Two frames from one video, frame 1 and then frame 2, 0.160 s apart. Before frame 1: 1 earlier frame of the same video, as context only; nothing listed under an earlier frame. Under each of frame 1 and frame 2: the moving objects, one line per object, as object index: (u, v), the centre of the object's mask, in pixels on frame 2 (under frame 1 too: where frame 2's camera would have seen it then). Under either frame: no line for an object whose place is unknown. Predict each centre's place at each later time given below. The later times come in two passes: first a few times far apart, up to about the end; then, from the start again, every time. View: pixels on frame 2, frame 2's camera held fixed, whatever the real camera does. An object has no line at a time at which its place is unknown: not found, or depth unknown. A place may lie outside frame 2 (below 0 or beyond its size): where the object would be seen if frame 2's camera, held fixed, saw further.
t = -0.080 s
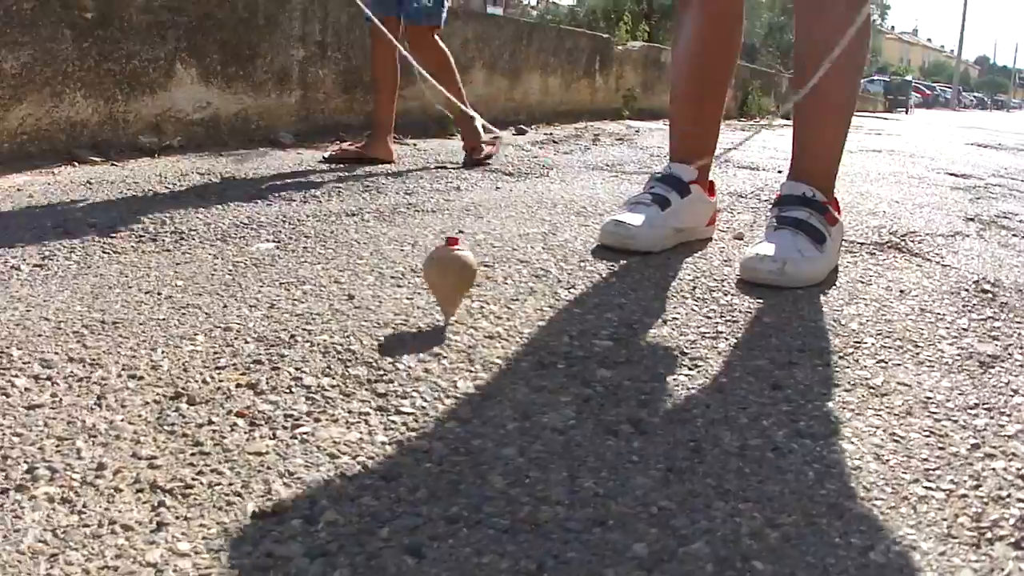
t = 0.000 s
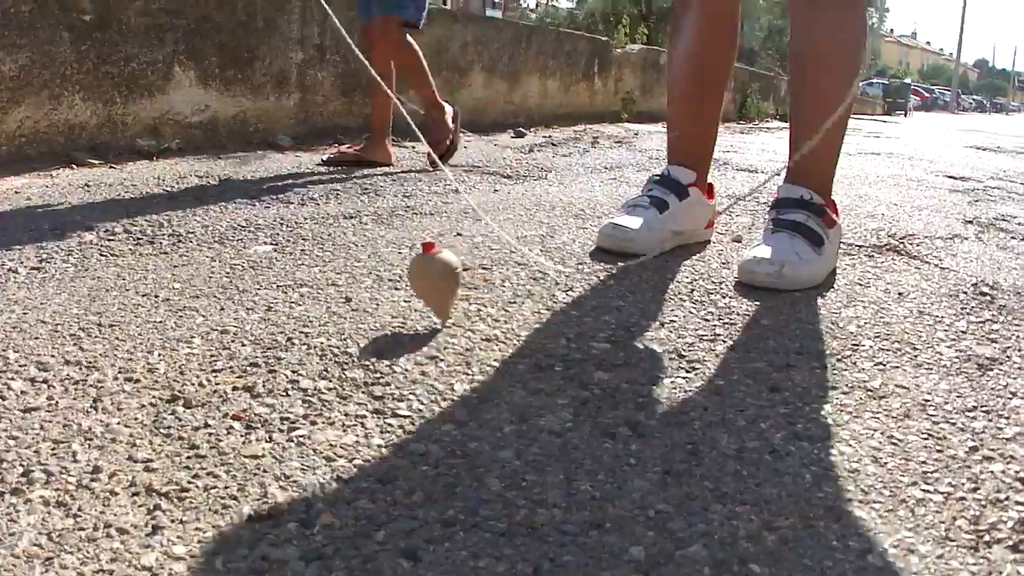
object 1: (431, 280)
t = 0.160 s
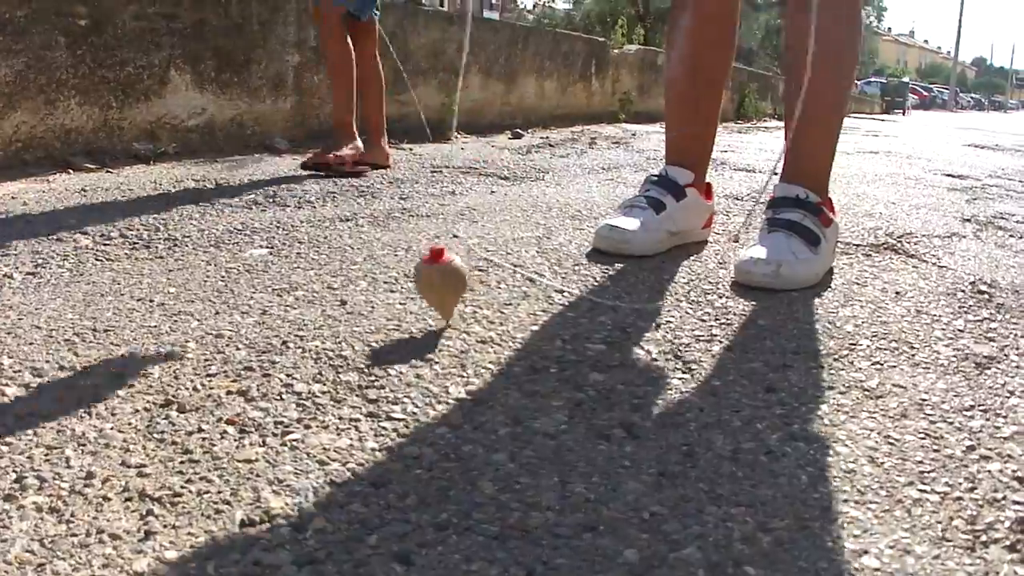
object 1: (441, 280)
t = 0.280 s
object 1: (465, 279)
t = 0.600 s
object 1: (482, 277)
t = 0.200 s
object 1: (452, 280)
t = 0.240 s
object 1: (456, 279)
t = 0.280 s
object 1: (465, 279)
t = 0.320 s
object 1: (475, 281)
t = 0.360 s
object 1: (482, 280)
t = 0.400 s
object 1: (484, 279)
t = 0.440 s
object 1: (481, 278)
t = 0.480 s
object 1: (479, 276)
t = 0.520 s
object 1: (480, 276)
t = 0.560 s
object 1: (481, 277)
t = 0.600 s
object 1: (482, 277)
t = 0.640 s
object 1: (482, 277)
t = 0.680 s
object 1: (479, 277)
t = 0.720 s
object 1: (478, 276)
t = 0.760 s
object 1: (475, 276)
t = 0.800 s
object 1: (477, 277)
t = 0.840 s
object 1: (477, 276)
